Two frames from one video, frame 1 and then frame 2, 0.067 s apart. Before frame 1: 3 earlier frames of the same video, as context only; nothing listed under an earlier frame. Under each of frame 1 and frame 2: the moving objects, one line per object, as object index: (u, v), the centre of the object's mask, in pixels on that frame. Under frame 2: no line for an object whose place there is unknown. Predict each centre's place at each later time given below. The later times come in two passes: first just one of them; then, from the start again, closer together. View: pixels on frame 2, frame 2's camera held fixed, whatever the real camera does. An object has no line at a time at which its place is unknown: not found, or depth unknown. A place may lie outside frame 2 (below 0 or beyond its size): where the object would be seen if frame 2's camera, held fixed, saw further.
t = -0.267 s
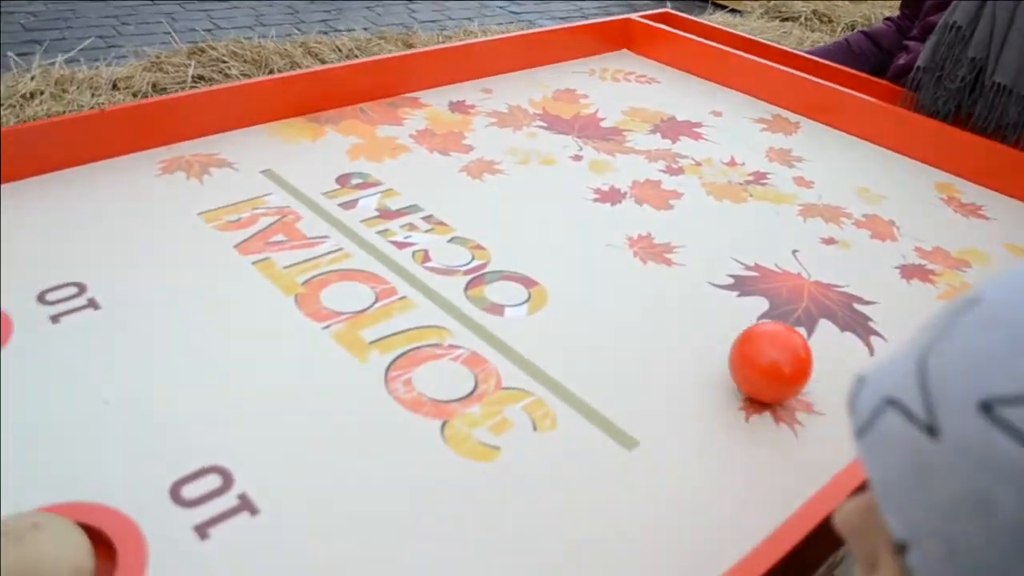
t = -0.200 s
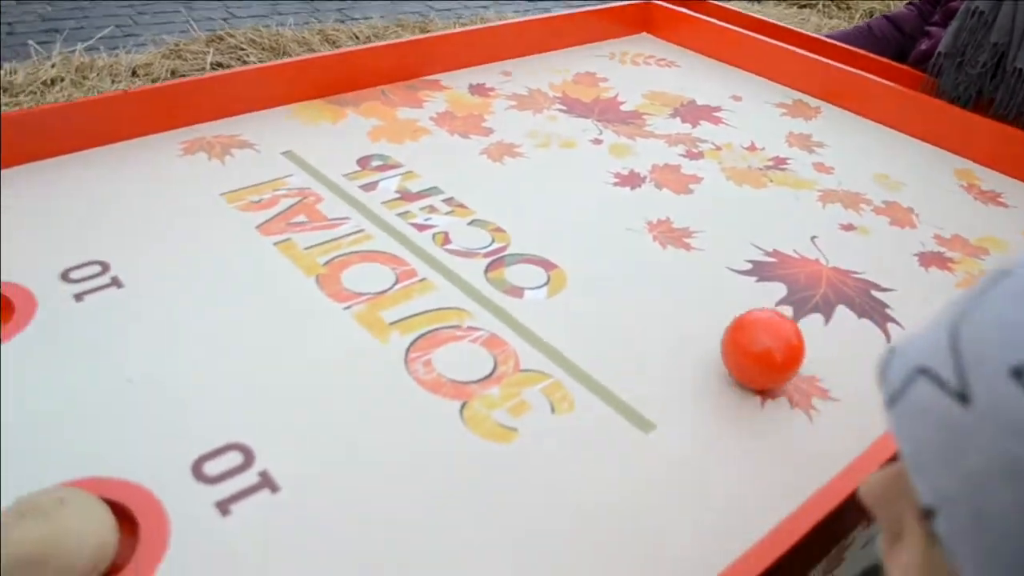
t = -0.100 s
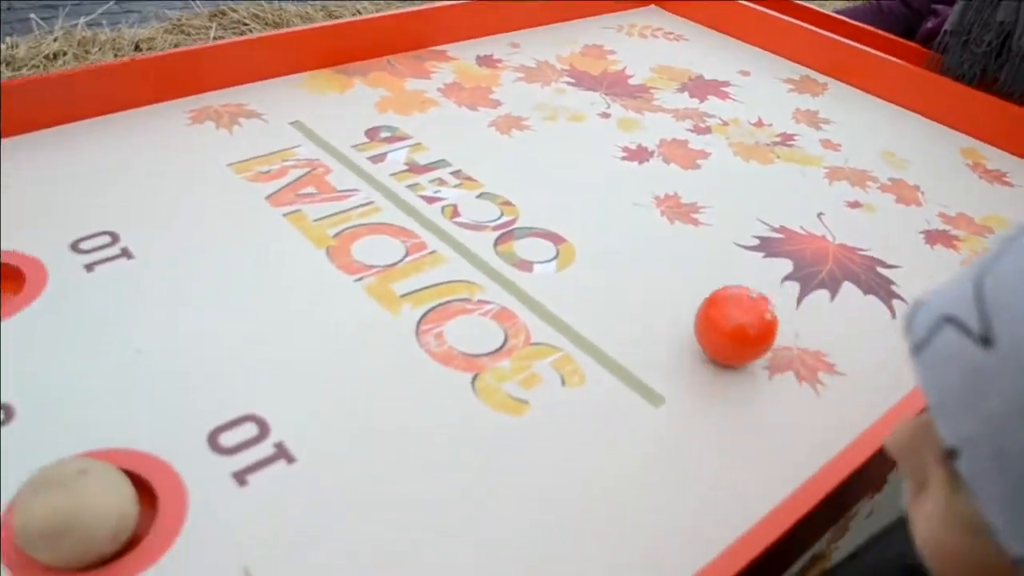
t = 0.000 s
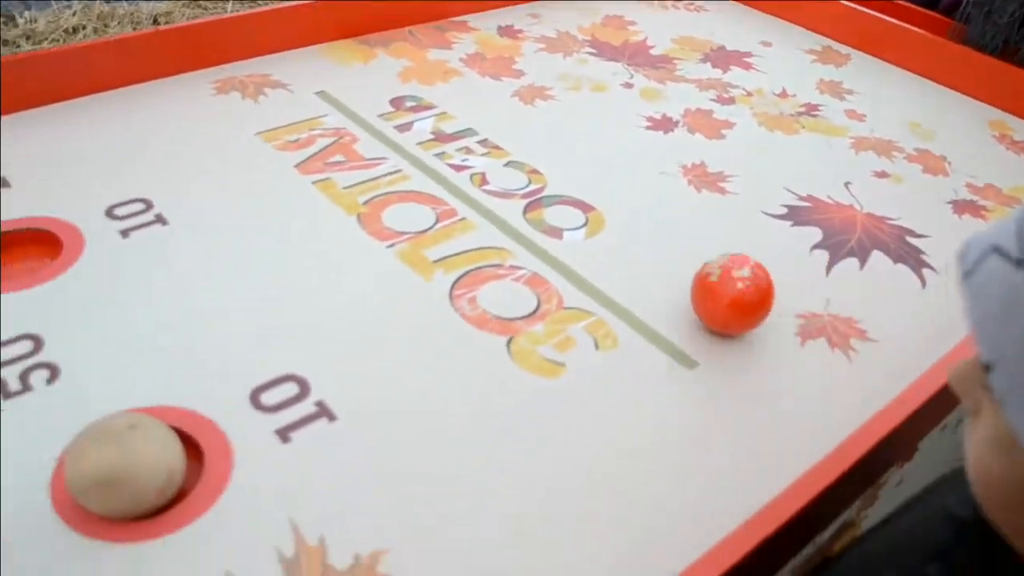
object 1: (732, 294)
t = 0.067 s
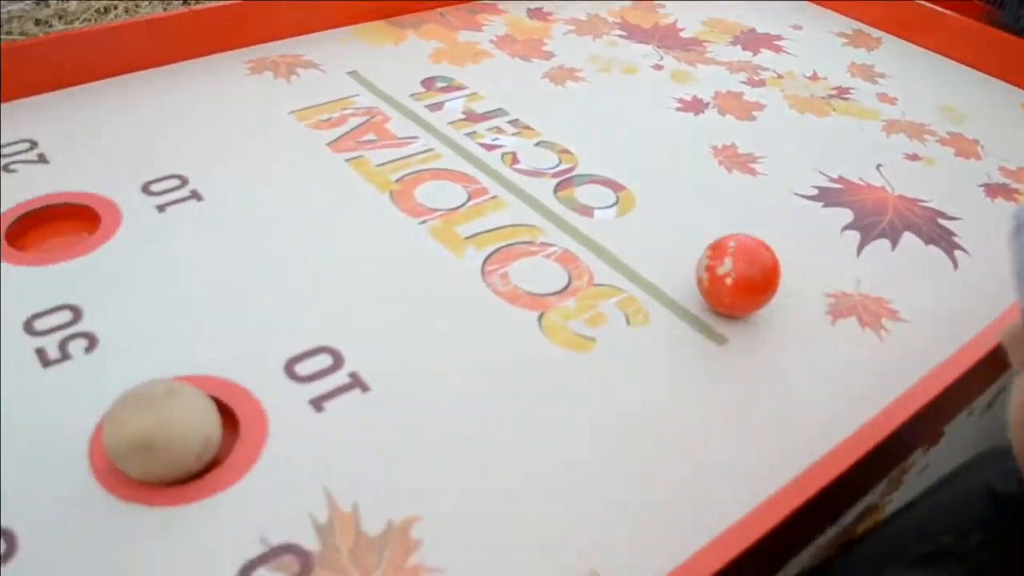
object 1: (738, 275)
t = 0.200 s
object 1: (674, 284)
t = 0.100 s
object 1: (724, 277)
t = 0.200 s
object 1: (674, 284)
